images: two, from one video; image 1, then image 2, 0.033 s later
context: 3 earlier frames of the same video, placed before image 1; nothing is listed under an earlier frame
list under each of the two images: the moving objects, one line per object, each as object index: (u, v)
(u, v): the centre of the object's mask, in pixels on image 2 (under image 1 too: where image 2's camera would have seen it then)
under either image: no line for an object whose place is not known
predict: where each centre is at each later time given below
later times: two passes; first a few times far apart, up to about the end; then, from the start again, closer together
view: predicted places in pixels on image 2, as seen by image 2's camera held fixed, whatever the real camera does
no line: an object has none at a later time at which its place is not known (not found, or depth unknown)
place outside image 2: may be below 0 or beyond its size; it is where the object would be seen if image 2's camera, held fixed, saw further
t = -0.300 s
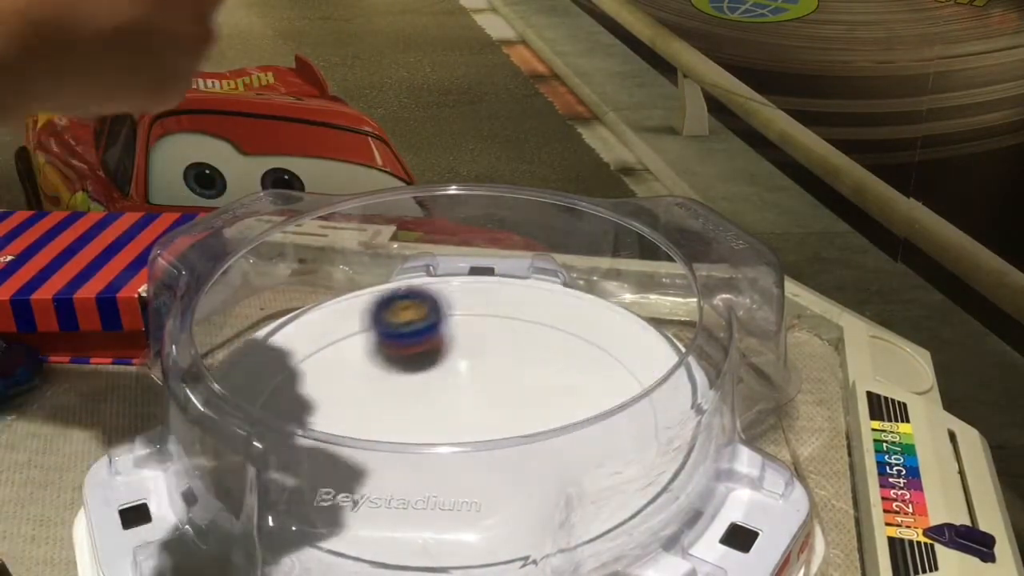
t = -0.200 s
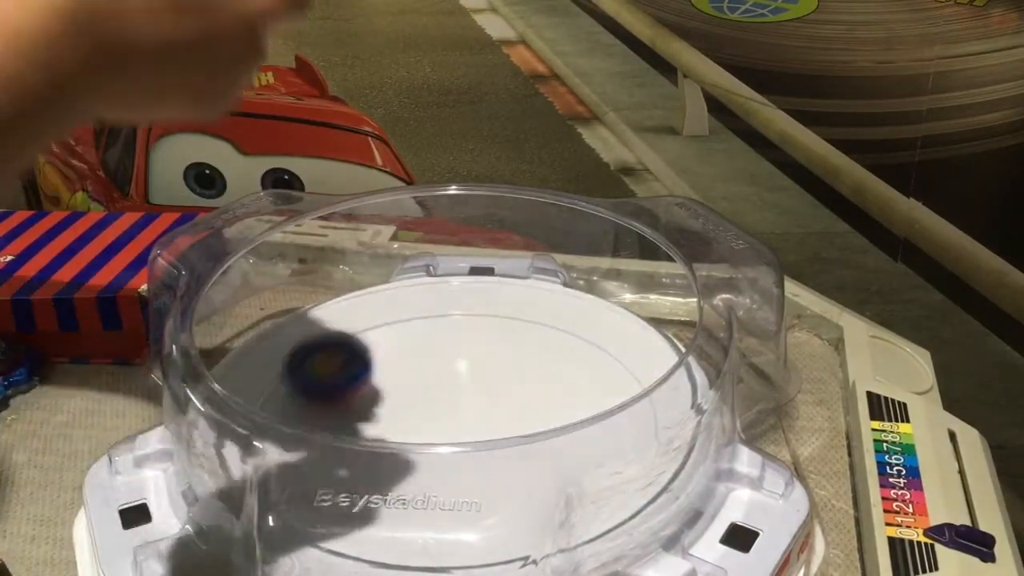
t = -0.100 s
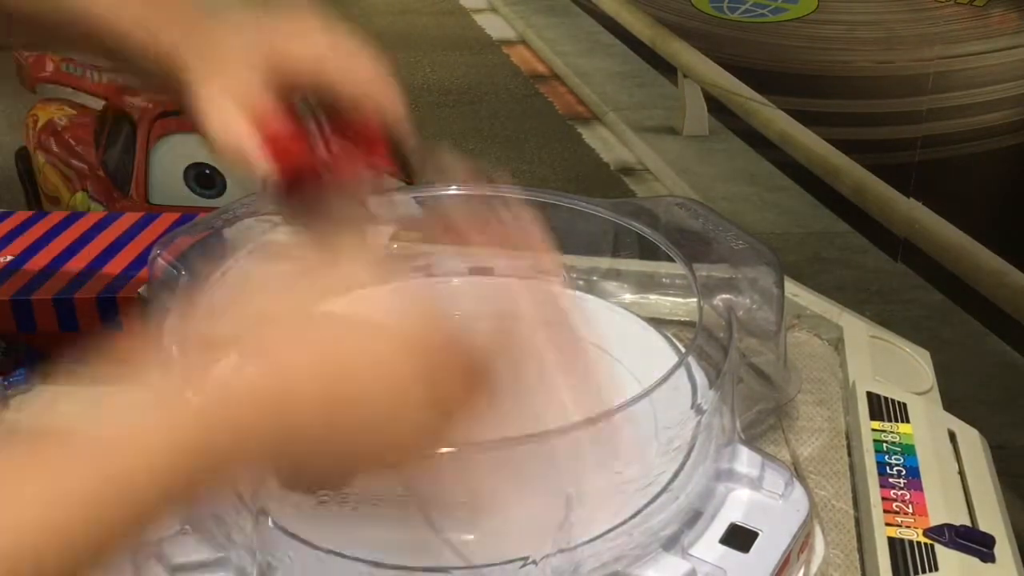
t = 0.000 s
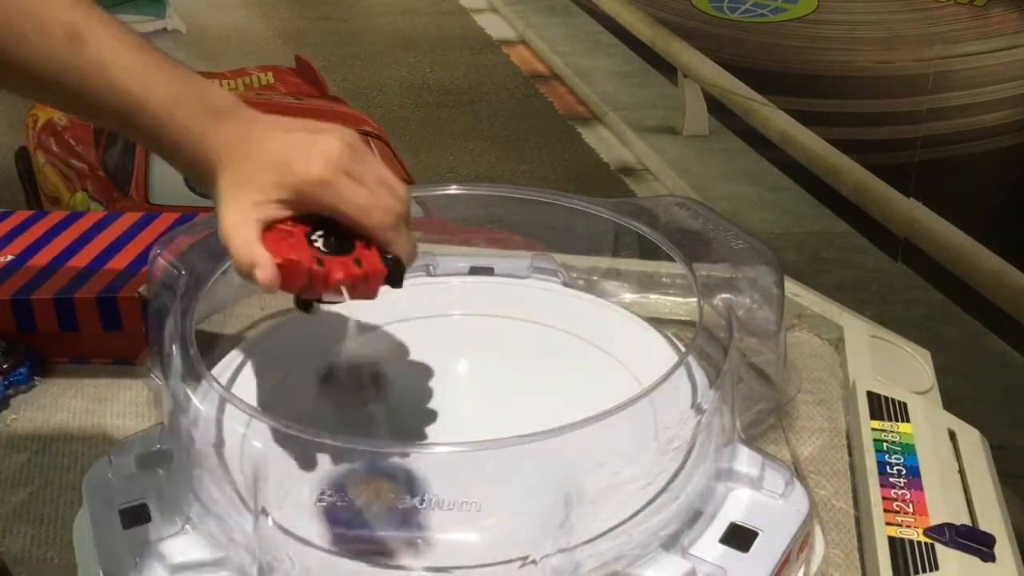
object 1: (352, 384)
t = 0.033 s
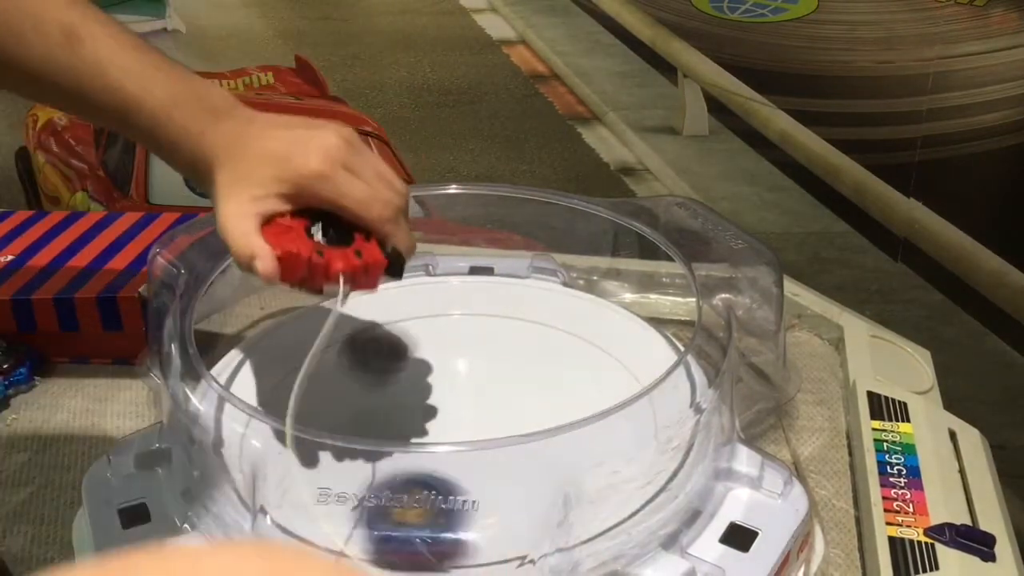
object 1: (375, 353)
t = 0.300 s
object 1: (557, 327)
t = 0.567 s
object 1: (393, 325)
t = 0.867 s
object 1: (402, 439)
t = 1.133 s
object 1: (621, 413)
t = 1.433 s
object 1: (531, 354)
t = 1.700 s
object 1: (455, 394)
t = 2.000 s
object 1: (500, 453)
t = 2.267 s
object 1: (569, 373)
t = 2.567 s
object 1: (472, 410)
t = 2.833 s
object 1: (543, 431)
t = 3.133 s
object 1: (573, 389)
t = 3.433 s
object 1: (481, 407)
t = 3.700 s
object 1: (478, 483)
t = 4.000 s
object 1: (539, 445)
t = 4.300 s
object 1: (296, 528)
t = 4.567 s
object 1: (378, 415)
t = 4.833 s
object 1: (375, 400)
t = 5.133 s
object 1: (563, 458)
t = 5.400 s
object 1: (410, 485)
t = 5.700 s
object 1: (374, 270)
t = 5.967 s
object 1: (434, 347)
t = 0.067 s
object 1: (403, 325)
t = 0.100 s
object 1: (430, 310)
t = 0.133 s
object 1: (457, 311)
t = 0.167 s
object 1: (488, 341)
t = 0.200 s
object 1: (508, 338)
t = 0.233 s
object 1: (526, 330)
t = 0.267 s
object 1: (543, 331)
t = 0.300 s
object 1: (557, 327)
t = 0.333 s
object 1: (564, 325)
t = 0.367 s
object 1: (552, 320)
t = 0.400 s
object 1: (531, 310)
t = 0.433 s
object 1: (504, 307)
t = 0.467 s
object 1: (476, 307)
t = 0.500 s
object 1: (446, 310)
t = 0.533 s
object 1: (419, 316)
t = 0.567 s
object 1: (393, 325)
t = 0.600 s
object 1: (372, 336)
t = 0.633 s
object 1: (354, 348)
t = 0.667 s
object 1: (341, 364)
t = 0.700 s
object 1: (334, 379)
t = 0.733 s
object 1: (334, 397)
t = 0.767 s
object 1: (341, 413)
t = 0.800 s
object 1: (352, 427)
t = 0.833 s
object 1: (375, 436)
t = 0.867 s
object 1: (402, 439)
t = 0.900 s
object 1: (434, 451)
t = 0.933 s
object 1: (466, 458)
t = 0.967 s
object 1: (498, 458)
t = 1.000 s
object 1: (528, 453)
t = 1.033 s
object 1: (556, 447)
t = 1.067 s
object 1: (582, 438)
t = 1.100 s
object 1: (604, 426)
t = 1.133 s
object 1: (621, 413)
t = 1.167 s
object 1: (631, 399)
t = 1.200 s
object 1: (638, 386)
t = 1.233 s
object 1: (635, 373)
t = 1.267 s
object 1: (627, 359)
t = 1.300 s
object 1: (612, 360)
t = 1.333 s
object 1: (593, 356)
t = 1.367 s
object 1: (574, 354)
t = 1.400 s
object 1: (552, 353)
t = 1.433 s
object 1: (531, 354)
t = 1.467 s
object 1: (509, 356)
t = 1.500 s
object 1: (490, 362)
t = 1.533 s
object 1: (470, 369)
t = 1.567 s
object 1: (453, 380)
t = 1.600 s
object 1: (448, 385)
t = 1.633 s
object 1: (451, 386)
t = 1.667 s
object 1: (453, 389)
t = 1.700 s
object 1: (455, 394)
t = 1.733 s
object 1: (456, 401)
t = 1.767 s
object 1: (459, 408)
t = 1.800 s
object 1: (461, 414)
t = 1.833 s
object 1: (466, 428)
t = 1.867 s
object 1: (470, 436)
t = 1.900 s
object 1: (477, 443)
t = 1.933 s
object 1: (484, 448)
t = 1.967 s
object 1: (491, 451)
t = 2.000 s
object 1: (500, 453)
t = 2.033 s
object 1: (512, 450)
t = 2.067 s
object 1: (534, 439)
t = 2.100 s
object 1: (555, 424)
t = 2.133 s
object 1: (571, 410)
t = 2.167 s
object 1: (579, 397)
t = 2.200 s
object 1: (581, 385)
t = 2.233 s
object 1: (578, 379)
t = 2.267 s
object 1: (569, 373)
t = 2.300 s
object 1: (555, 370)
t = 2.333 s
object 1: (536, 370)
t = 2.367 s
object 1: (517, 373)
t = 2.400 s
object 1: (496, 378)
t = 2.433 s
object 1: (474, 386)
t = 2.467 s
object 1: (455, 396)
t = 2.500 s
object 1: (452, 403)
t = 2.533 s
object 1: (462, 407)
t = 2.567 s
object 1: (472, 410)
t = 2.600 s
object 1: (482, 419)
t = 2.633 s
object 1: (493, 426)
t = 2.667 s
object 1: (503, 432)
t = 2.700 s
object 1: (514, 435)
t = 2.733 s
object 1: (523, 437)
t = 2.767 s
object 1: (531, 437)
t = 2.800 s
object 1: (539, 435)
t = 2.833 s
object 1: (543, 431)
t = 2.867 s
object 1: (545, 426)
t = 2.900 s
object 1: (543, 421)
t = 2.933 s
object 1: (538, 417)
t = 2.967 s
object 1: (530, 407)
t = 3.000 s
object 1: (523, 407)
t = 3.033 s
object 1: (524, 405)
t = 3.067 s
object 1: (545, 400)
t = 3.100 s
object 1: (562, 393)
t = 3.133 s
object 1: (573, 389)
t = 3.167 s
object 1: (578, 387)
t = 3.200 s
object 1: (578, 386)
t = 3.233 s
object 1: (573, 386)
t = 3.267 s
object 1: (564, 387)
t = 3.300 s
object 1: (549, 391)
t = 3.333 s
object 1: (532, 394)
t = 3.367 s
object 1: (514, 399)
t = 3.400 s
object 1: (497, 403)
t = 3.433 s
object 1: (481, 407)
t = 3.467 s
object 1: (466, 412)
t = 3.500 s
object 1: (455, 416)
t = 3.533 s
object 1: (455, 434)
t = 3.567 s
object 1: (456, 444)
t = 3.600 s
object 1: (458, 454)
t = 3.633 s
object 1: (463, 463)
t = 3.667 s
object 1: (470, 470)
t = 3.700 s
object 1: (478, 483)
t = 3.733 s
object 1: (490, 486)
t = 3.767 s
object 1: (502, 487)
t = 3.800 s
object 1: (516, 486)
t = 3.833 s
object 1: (528, 481)
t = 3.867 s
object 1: (538, 475)
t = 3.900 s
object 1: (544, 471)
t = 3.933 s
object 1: (545, 461)
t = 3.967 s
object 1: (542, 452)
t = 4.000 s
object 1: (539, 445)
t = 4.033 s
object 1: (534, 438)
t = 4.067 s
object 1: (527, 434)
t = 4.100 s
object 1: (516, 431)
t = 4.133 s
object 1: (501, 430)
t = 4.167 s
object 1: (470, 440)
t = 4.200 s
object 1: (430, 432)
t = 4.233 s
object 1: (394, 458)
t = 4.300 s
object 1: (296, 528)
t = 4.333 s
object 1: (266, 519)
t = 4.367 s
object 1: (264, 506)
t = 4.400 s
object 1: (274, 496)
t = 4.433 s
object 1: (287, 482)
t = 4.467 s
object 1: (312, 467)
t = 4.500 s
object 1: (337, 447)
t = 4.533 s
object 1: (359, 431)
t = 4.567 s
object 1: (378, 415)
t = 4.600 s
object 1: (315, 395)
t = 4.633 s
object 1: (242, 381)
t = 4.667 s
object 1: (222, 379)
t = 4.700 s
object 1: (238, 382)
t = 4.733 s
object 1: (256, 395)
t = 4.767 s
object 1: (289, 404)
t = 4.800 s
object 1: (331, 399)
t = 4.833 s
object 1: (375, 400)
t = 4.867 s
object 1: (419, 391)
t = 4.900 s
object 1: (459, 393)
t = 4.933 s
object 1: (507, 396)
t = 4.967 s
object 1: (521, 422)
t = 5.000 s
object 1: (541, 425)
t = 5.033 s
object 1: (559, 427)
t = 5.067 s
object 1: (571, 432)
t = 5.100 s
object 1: (575, 441)
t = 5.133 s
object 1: (563, 458)
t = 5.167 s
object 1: (546, 466)
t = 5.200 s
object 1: (525, 476)
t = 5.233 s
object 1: (505, 483)
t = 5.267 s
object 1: (486, 487)
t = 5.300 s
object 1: (462, 489)
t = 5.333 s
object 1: (443, 491)
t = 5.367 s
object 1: (428, 489)
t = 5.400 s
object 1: (410, 485)
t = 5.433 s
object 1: (394, 481)
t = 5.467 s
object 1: (377, 439)
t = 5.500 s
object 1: (368, 397)
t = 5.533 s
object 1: (362, 364)
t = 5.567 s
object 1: (358, 328)
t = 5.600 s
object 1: (360, 303)
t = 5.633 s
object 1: (362, 287)
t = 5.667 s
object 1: (371, 270)
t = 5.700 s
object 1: (374, 270)
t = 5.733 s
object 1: (379, 271)
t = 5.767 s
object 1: (386, 277)
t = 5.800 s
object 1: (396, 290)
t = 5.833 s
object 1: (404, 298)
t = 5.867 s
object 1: (412, 309)
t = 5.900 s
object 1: (420, 320)
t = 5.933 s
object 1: (427, 333)
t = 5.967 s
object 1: (434, 347)
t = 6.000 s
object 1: (441, 361)
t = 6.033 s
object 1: (447, 375)
